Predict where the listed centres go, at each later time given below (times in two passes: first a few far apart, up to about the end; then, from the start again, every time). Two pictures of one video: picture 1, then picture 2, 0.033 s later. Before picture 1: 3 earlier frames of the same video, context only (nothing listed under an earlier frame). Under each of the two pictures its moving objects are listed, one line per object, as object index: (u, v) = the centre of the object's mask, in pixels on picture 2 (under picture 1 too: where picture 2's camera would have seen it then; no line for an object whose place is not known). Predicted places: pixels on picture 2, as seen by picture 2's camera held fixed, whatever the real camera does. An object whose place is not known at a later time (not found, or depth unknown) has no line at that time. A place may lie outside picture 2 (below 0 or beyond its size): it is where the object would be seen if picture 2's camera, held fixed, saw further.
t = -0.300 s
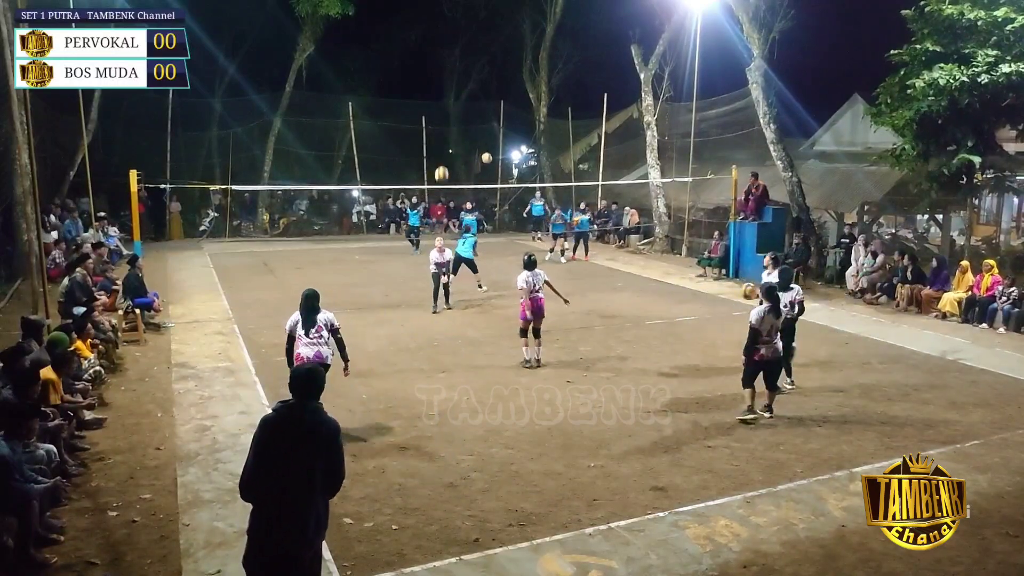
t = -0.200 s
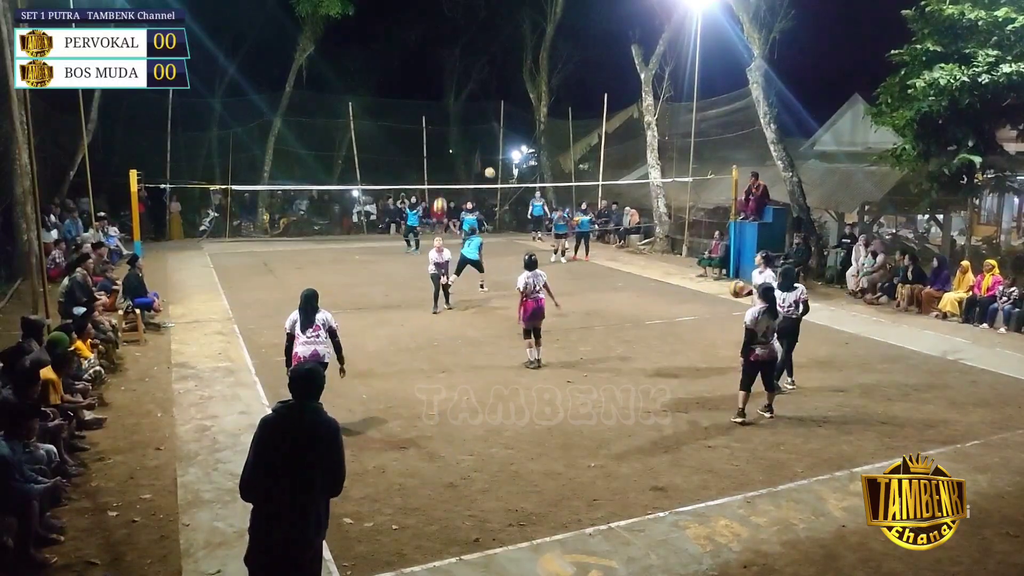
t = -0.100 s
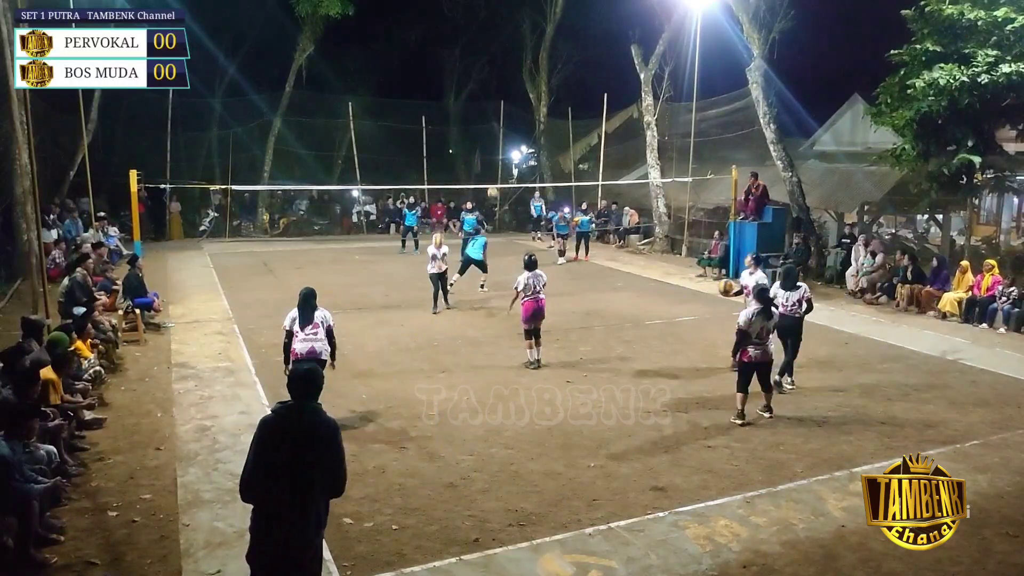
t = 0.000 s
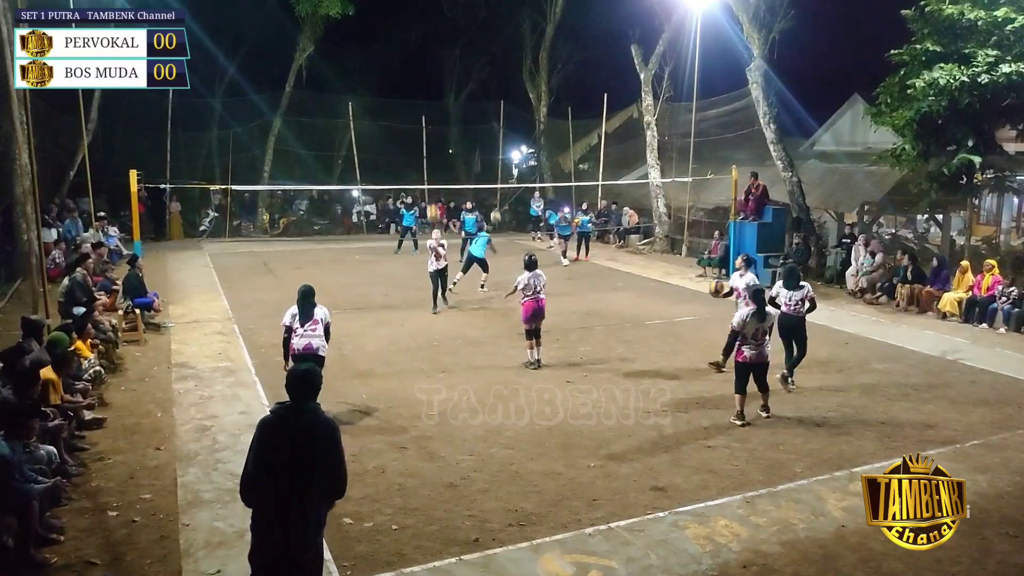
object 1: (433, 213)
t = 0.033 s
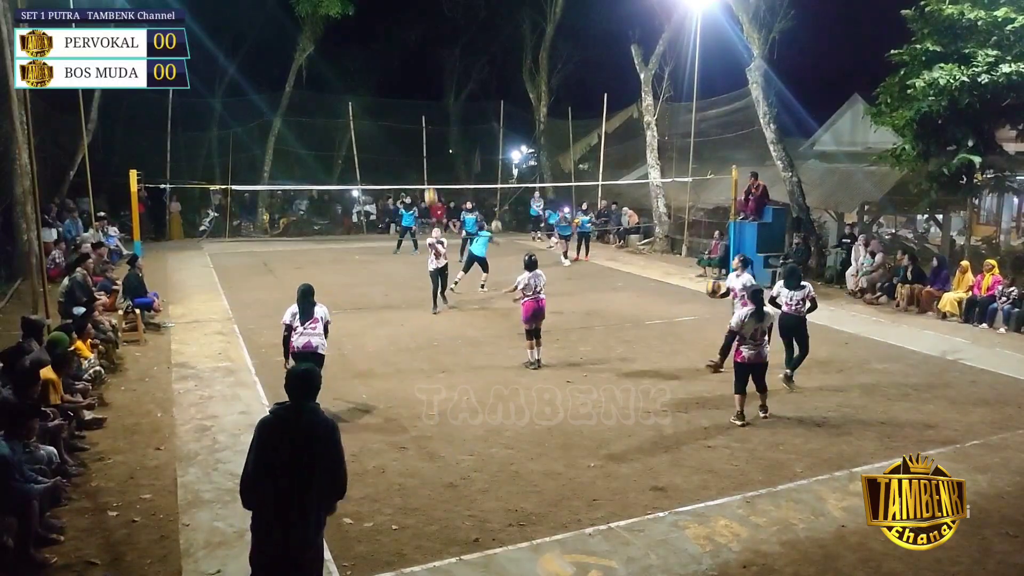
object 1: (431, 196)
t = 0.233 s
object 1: (418, 117)
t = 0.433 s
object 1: (407, 61)
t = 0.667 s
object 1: (396, 27)
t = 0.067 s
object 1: (429, 181)
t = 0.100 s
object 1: (427, 168)
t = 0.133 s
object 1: (424, 154)
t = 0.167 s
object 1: (422, 141)
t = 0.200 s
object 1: (420, 129)
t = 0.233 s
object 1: (418, 117)
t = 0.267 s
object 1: (416, 106)
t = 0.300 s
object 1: (415, 96)
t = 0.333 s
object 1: (413, 86)
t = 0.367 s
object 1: (411, 77)
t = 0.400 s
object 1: (409, 69)
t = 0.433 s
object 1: (407, 61)
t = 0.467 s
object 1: (405, 54)
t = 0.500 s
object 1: (404, 48)
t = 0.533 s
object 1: (402, 42)
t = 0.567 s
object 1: (401, 37)
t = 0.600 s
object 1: (399, 33)
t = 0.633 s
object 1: (397, 30)
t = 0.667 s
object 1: (396, 27)
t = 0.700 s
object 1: (394, 25)
